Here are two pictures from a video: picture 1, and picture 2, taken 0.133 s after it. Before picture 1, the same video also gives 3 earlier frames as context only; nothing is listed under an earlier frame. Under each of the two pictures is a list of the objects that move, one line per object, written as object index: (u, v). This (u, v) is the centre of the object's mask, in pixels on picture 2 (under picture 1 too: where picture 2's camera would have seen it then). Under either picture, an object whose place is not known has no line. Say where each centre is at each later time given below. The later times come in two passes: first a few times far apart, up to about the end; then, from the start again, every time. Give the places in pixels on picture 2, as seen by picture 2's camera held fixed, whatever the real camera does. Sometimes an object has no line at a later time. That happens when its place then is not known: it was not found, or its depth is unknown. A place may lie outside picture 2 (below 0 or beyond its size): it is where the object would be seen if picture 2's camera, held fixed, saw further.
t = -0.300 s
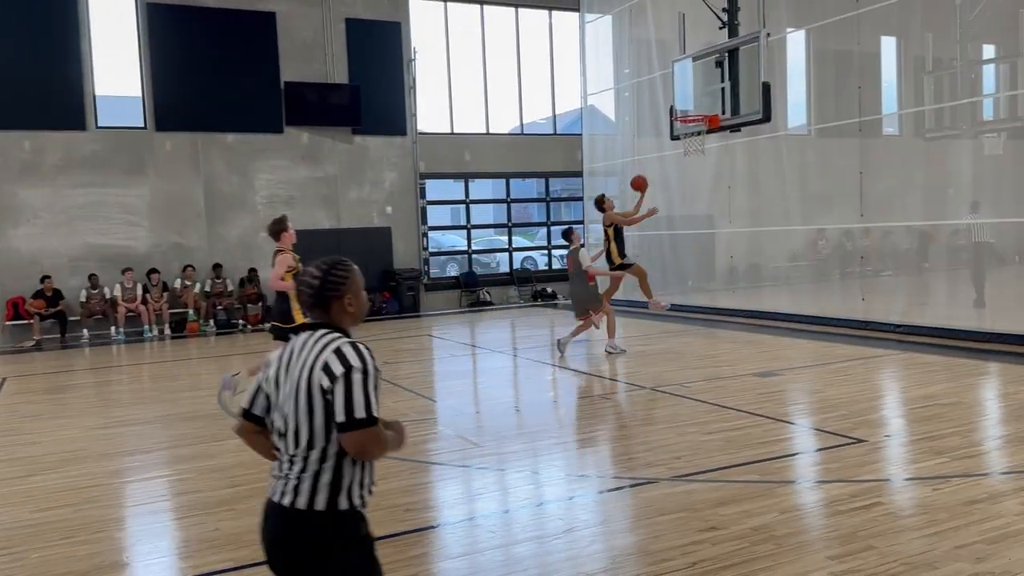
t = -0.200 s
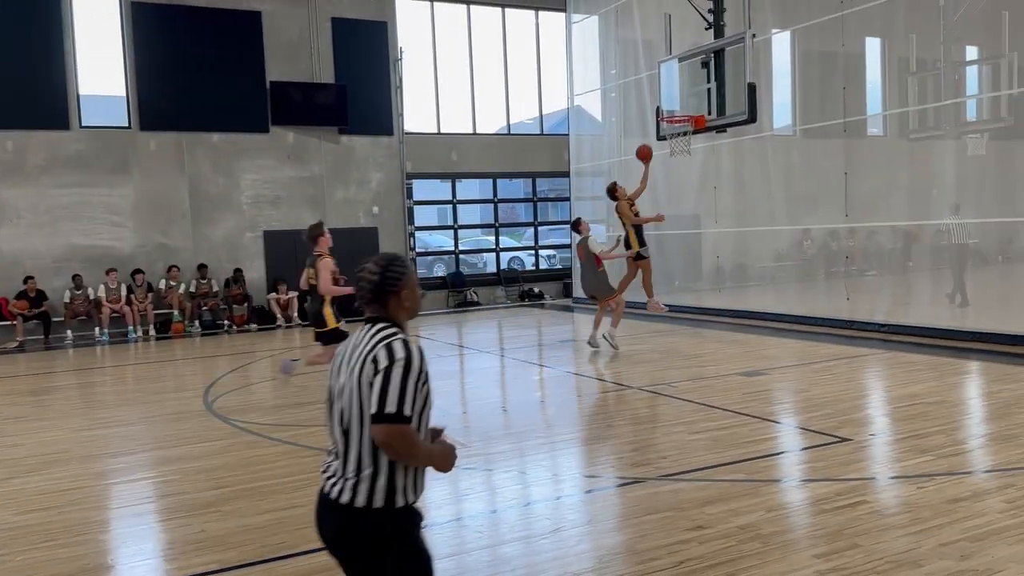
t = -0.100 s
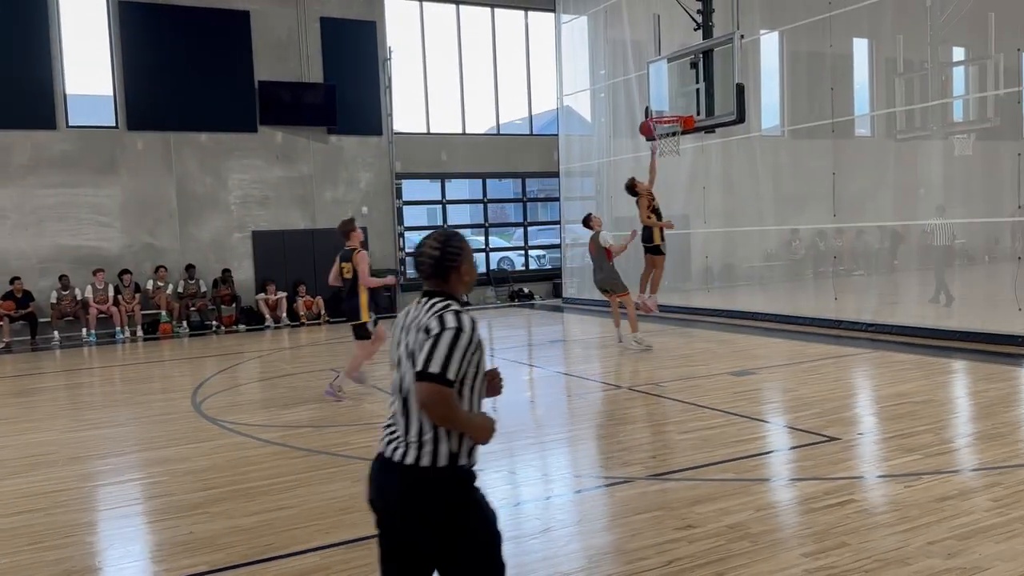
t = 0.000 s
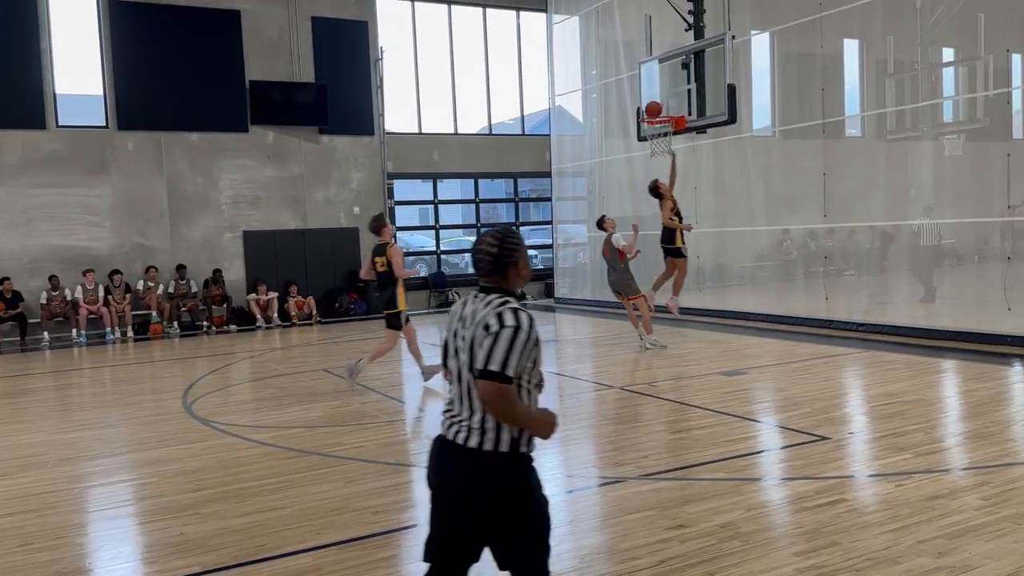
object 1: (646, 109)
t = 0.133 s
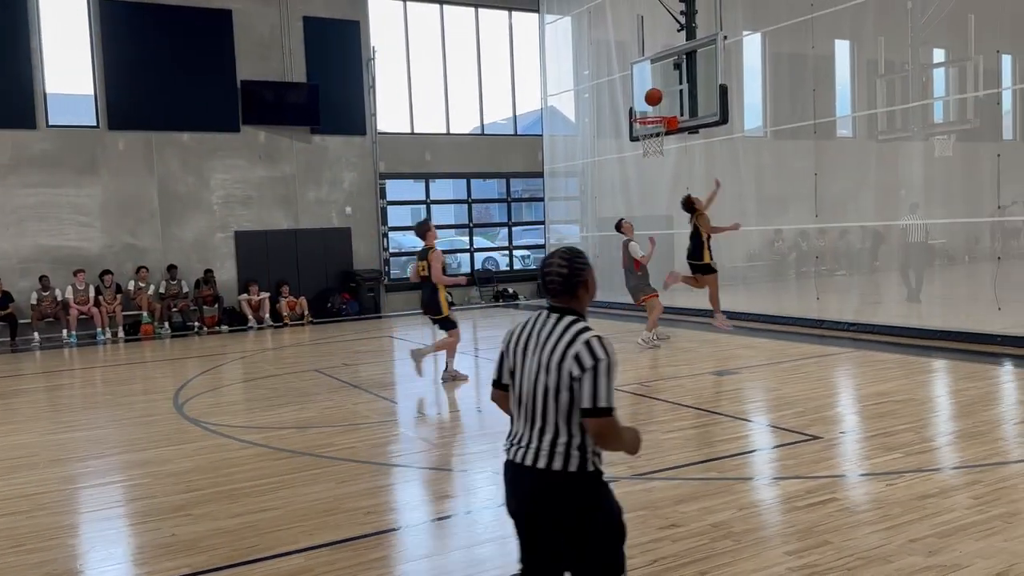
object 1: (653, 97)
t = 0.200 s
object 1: (653, 96)
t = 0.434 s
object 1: (652, 112)
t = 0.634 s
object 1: (656, 129)
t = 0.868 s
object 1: (665, 144)
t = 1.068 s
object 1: (661, 175)
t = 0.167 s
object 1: (653, 96)
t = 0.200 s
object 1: (653, 96)
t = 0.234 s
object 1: (653, 96)
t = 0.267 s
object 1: (653, 98)
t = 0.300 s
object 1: (654, 100)
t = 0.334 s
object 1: (654, 103)
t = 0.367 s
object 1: (654, 107)
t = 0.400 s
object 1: (654, 110)
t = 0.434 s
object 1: (652, 112)
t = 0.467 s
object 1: (648, 115)
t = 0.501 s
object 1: (644, 118)
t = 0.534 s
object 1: (642, 121)
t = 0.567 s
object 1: (645, 122)
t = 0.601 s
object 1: (652, 123)
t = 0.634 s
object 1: (656, 129)
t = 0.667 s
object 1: (658, 130)
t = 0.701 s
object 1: (663, 132)
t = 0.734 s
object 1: (663, 136)
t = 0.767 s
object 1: (666, 137)
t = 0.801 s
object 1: (665, 140)
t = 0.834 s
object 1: (665, 141)
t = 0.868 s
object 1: (665, 144)
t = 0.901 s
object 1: (663, 148)
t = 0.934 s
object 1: (663, 151)
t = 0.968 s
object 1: (662, 155)
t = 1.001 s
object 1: (662, 161)
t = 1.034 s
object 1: (661, 168)
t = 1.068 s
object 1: (661, 175)
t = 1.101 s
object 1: (660, 184)
